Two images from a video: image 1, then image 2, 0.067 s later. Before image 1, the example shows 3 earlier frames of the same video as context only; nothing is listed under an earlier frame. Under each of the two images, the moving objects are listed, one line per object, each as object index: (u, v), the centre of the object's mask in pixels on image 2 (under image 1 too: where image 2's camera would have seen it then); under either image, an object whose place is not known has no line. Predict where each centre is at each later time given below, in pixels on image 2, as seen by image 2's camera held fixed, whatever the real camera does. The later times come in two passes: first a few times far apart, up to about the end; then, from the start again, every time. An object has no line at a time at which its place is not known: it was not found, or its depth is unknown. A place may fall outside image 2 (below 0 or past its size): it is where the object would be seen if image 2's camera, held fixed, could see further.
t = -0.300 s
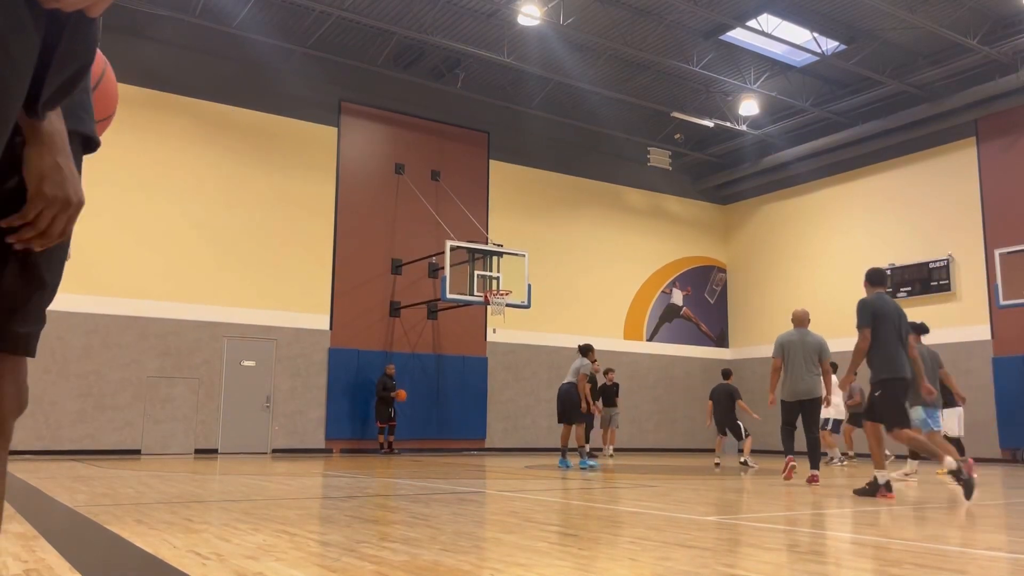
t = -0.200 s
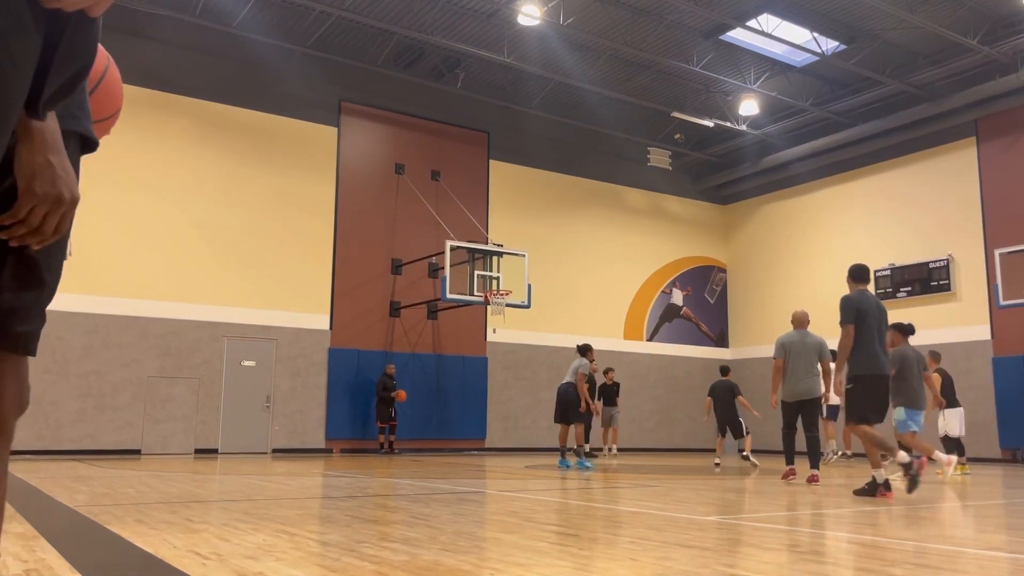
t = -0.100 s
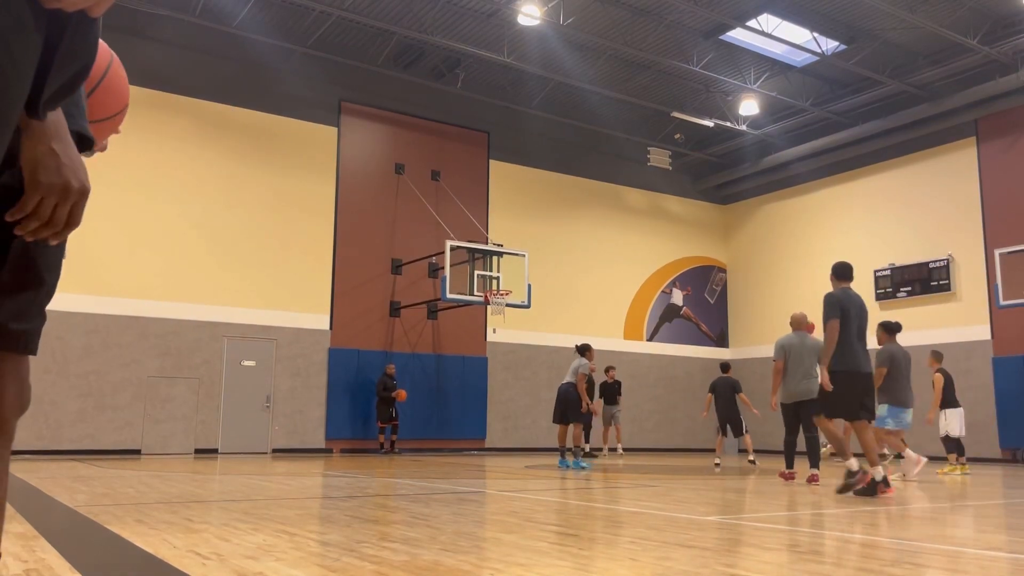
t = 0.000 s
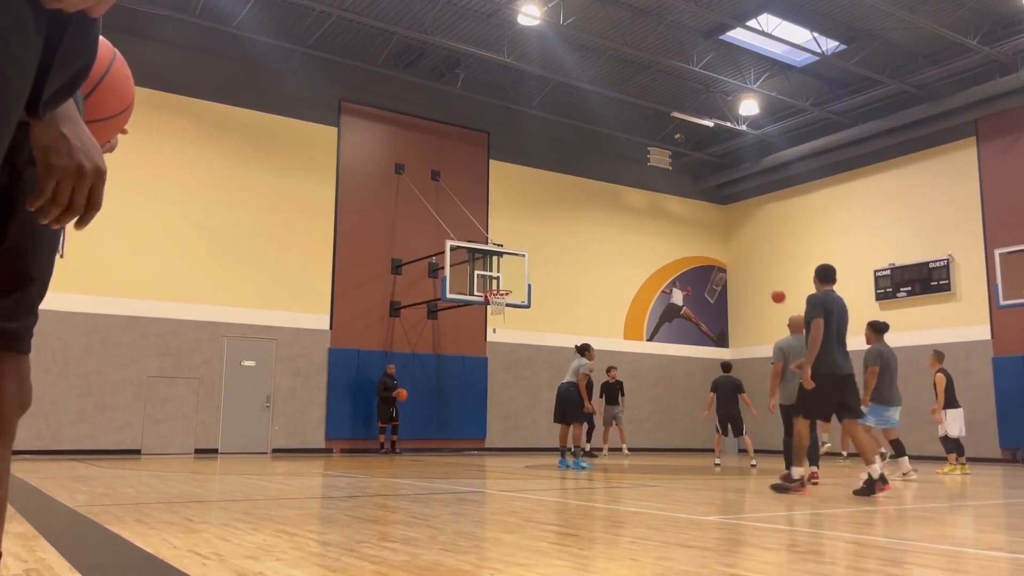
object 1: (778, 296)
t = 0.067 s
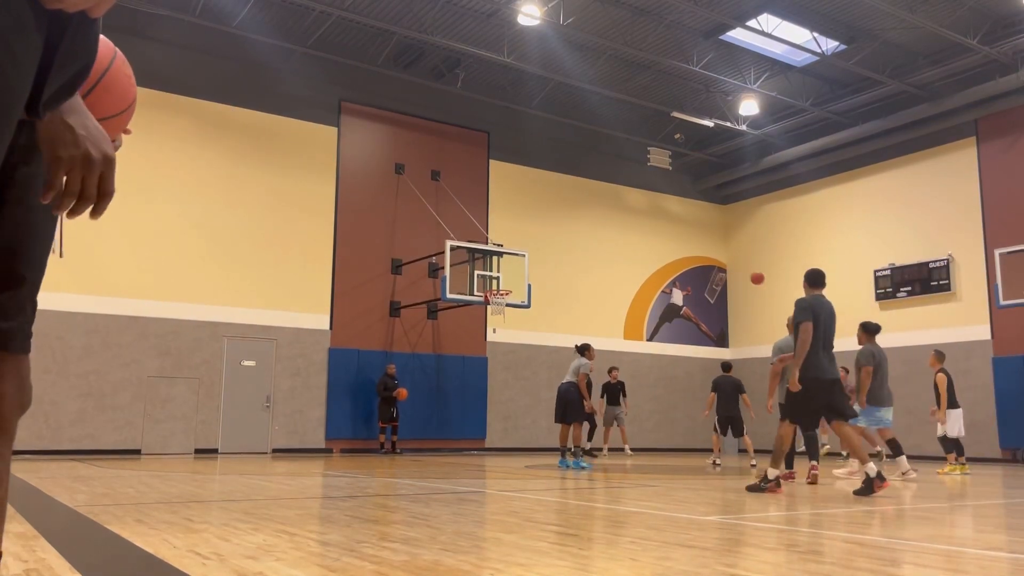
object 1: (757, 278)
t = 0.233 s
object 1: (706, 243)
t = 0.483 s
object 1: (634, 220)
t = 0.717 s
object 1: (570, 227)
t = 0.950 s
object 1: (508, 262)
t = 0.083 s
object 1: (751, 273)
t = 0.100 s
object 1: (746, 270)
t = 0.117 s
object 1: (741, 266)
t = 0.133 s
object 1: (736, 262)
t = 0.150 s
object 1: (731, 258)
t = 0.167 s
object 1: (726, 255)
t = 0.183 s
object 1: (721, 252)
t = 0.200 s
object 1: (716, 249)
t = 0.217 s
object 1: (711, 246)
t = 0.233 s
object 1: (706, 243)
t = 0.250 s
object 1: (701, 241)
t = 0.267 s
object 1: (696, 238)
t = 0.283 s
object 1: (691, 236)
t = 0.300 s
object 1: (686, 234)
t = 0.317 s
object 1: (681, 232)
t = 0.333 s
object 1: (676, 230)
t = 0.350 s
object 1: (672, 228)
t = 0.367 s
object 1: (667, 227)
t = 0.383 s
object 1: (662, 225)
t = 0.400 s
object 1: (658, 224)
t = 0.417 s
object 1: (653, 223)
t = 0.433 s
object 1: (648, 222)
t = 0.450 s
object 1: (643, 221)
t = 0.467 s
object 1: (638, 220)
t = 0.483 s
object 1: (634, 220)
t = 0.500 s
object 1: (629, 219)
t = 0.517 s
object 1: (624, 219)
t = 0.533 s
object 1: (620, 219)
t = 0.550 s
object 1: (615, 219)
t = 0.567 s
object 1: (611, 219)
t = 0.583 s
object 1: (606, 220)
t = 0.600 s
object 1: (601, 220)
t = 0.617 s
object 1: (597, 221)
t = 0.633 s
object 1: (593, 222)
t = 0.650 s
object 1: (588, 223)
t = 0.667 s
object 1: (583, 224)
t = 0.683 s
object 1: (579, 225)
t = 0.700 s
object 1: (574, 226)
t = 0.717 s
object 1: (570, 227)
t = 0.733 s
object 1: (566, 229)
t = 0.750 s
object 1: (561, 230)
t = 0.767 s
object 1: (557, 232)
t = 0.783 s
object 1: (552, 235)
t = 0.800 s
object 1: (548, 237)
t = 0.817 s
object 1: (543, 239)
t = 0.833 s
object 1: (539, 241)
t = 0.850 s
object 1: (534, 244)
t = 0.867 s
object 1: (530, 246)
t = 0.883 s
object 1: (526, 249)
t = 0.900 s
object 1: (522, 252)
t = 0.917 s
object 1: (517, 255)
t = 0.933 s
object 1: (513, 258)
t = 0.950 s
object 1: (508, 262)
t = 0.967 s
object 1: (504, 265)
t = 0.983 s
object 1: (500, 269)
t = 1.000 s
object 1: (496, 274)
